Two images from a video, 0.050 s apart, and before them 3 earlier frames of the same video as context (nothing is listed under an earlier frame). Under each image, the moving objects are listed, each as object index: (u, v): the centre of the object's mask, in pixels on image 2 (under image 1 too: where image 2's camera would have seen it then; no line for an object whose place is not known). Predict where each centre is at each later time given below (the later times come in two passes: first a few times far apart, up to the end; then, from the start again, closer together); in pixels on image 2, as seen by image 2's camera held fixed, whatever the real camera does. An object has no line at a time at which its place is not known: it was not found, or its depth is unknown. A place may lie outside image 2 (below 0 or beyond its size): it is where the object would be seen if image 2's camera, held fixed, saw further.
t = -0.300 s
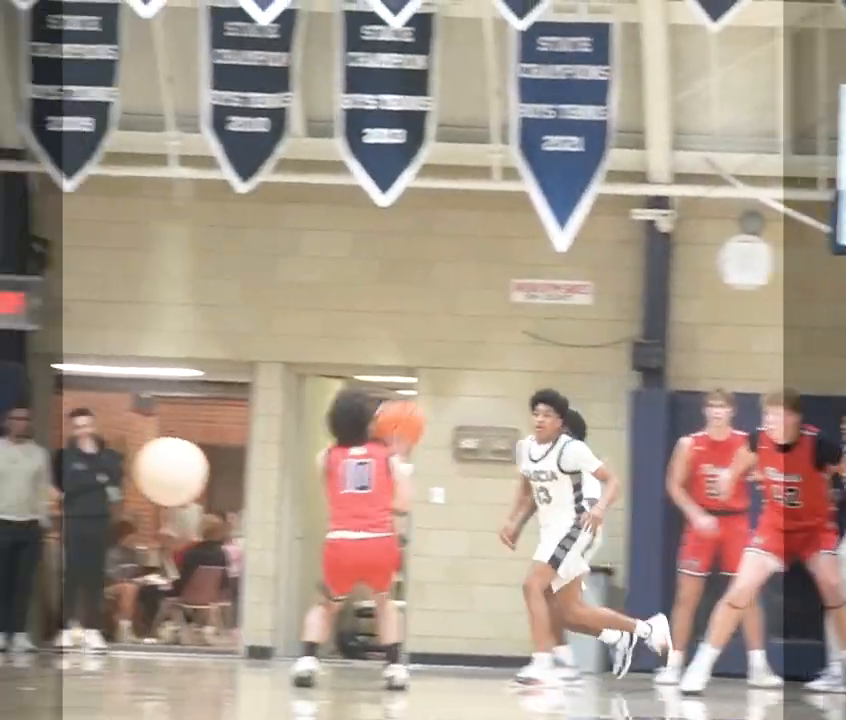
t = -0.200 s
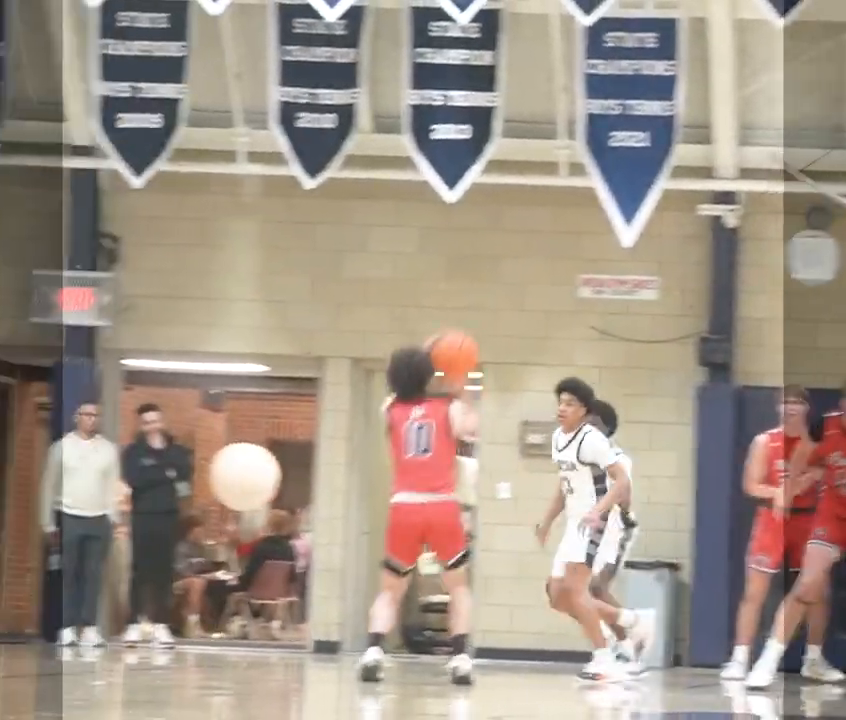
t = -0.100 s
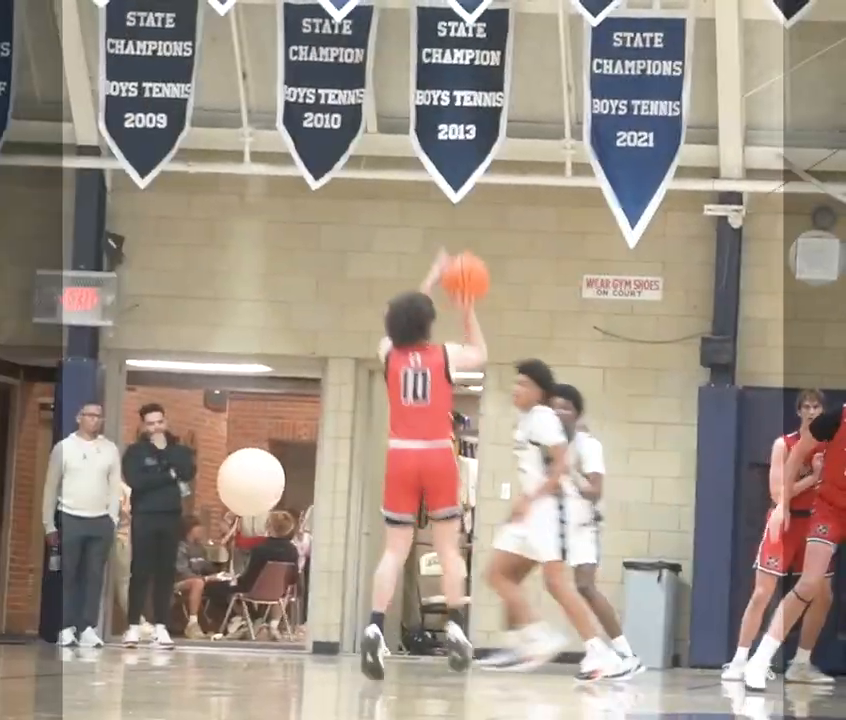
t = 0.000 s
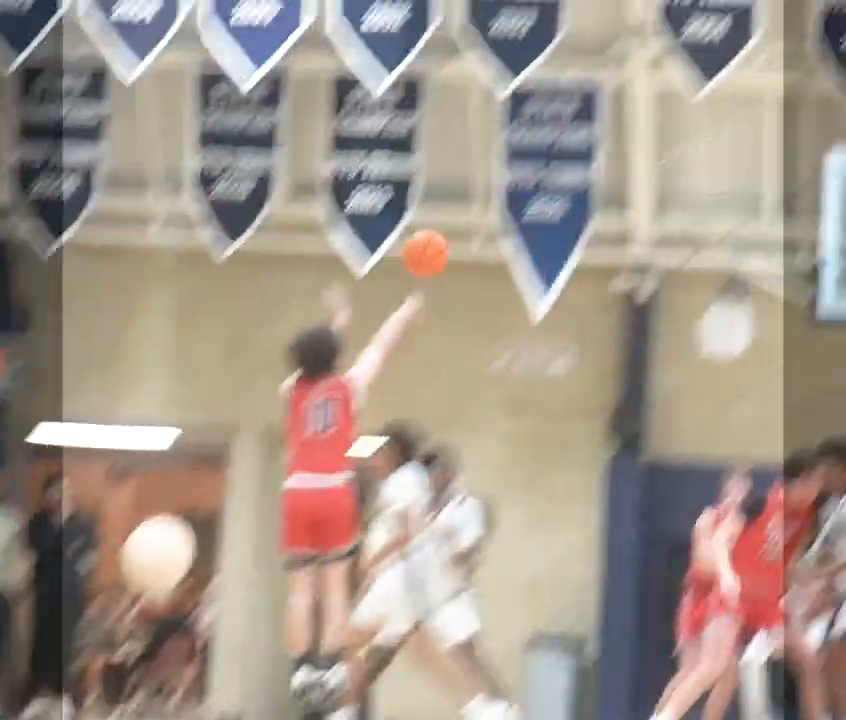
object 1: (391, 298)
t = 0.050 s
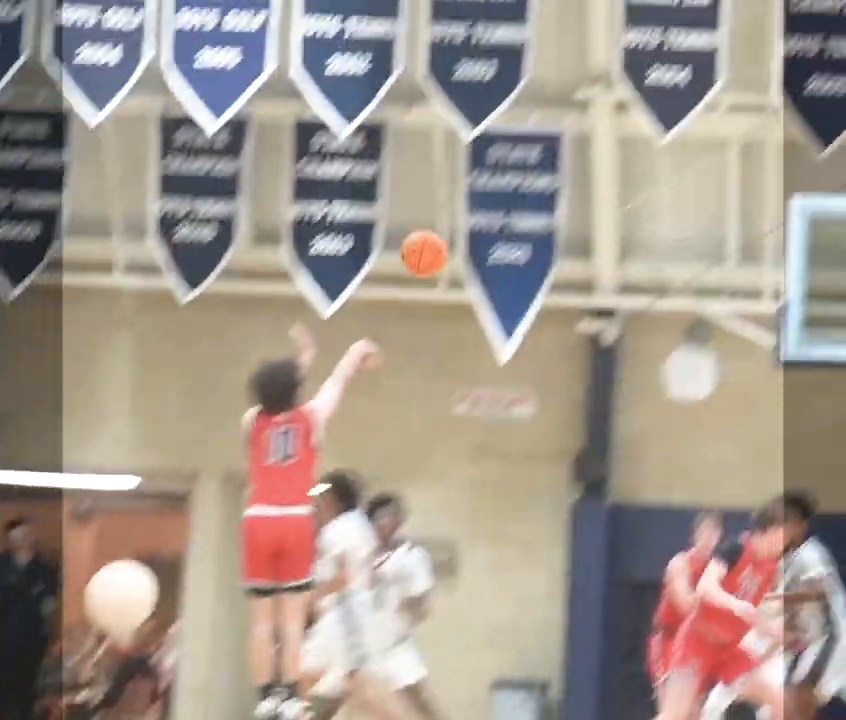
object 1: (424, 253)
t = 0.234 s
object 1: (538, 140)
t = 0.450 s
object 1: (659, 89)
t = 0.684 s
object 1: (772, 122)
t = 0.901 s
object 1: (864, 228)
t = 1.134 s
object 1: (898, 276)
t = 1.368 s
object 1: (859, 213)
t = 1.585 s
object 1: (817, 228)
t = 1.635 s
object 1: (806, 242)
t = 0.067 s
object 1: (432, 241)
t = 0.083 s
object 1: (441, 229)
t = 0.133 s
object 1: (477, 192)
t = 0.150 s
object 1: (487, 183)
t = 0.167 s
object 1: (497, 172)
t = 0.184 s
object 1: (507, 163)
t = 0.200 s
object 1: (518, 155)
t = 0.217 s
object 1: (528, 148)
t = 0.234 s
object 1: (538, 140)
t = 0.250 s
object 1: (548, 132)
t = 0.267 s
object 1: (558, 126)
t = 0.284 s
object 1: (567, 119)
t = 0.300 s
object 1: (576, 115)
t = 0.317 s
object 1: (585, 109)
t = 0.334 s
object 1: (595, 104)
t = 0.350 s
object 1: (605, 101)
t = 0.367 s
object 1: (615, 98)
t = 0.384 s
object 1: (624, 95)
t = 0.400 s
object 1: (632, 92)
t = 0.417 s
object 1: (641, 91)
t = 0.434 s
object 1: (650, 90)
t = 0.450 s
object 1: (659, 89)
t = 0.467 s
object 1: (667, 88)
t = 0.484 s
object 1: (676, 88)
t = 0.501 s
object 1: (685, 89)
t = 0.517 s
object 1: (693, 89)
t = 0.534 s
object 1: (701, 91)
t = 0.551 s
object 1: (710, 92)
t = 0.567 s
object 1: (718, 95)
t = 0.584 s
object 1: (726, 97)
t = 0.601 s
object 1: (734, 100)
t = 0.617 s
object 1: (742, 104)
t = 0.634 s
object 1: (750, 108)
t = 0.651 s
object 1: (758, 112)
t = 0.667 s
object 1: (765, 118)
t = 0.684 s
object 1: (772, 122)
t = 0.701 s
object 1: (780, 129)
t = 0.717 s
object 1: (789, 134)
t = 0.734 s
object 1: (795, 140)
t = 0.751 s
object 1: (802, 147)
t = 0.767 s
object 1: (809, 154)
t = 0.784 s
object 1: (816, 162)
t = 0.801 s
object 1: (824, 171)
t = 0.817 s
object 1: (831, 178)
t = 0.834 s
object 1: (837, 185)
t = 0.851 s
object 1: (843, 195)
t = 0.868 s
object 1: (850, 206)
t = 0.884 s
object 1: (857, 218)
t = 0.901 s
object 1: (864, 228)
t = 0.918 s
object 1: (870, 237)
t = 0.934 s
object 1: (876, 247)
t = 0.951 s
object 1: (882, 258)
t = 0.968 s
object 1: (889, 270)
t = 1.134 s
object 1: (898, 276)
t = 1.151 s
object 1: (895, 268)
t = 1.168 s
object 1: (893, 262)
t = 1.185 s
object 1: (891, 255)
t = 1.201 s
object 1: (888, 250)
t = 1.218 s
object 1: (885, 244)
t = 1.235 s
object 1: (882, 239)
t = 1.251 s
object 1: (879, 235)
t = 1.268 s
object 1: (877, 231)
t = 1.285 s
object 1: (874, 227)
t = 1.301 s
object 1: (871, 223)
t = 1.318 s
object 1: (868, 220)
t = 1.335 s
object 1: (865, 217)
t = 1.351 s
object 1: (862, 215)
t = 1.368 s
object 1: (859, 213)
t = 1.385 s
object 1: (856, 211)
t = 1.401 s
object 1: (852, 210)
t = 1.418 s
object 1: (850, 209)
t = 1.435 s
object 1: (847, 209)
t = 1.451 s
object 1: (843, 209)
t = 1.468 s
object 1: (840, 210)
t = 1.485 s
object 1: (837, 212)
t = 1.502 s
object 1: (833, 213)
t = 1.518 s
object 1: (830, 215)
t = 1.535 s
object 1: (827, 218)
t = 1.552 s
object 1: (824, 221)
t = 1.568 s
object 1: (820, 224)
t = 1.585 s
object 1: (817, 228)
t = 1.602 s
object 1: (813, 233)
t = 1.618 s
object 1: (809, 237)
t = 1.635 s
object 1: (806, 242)
